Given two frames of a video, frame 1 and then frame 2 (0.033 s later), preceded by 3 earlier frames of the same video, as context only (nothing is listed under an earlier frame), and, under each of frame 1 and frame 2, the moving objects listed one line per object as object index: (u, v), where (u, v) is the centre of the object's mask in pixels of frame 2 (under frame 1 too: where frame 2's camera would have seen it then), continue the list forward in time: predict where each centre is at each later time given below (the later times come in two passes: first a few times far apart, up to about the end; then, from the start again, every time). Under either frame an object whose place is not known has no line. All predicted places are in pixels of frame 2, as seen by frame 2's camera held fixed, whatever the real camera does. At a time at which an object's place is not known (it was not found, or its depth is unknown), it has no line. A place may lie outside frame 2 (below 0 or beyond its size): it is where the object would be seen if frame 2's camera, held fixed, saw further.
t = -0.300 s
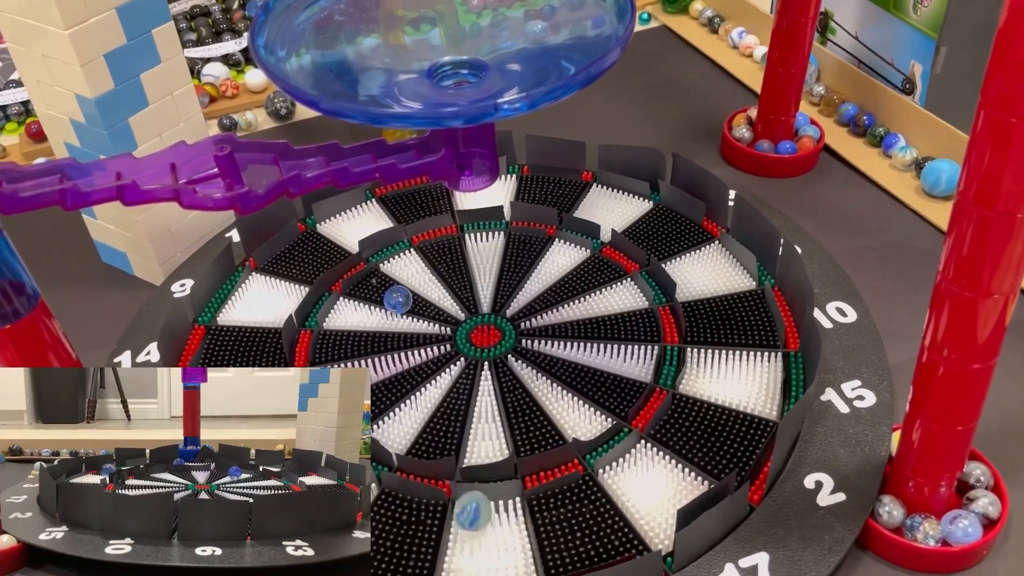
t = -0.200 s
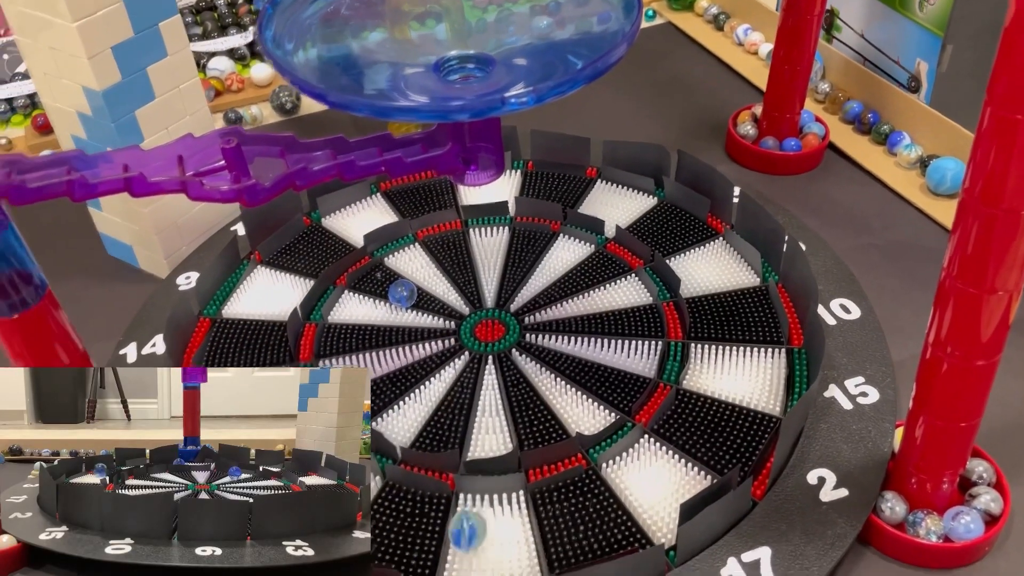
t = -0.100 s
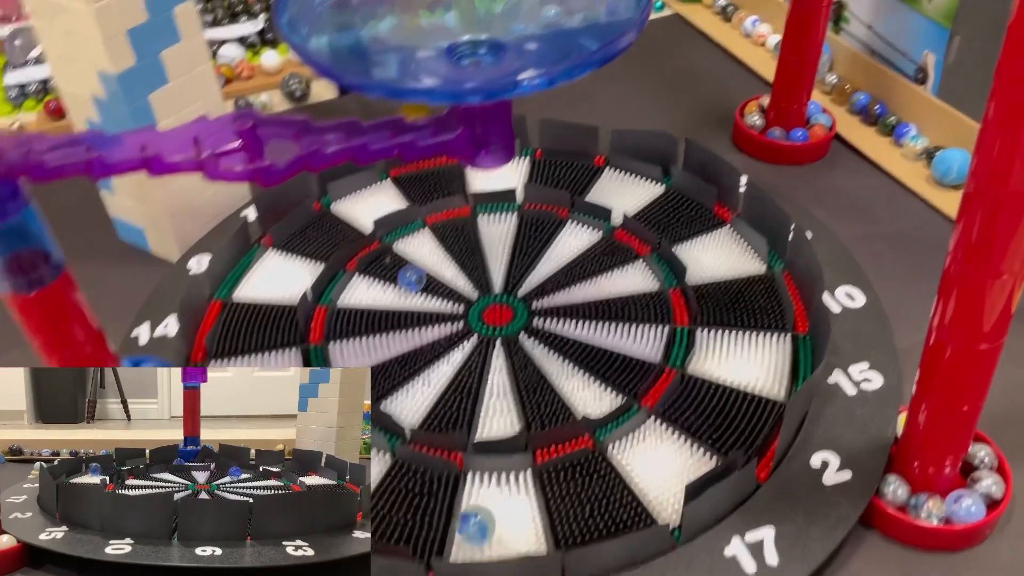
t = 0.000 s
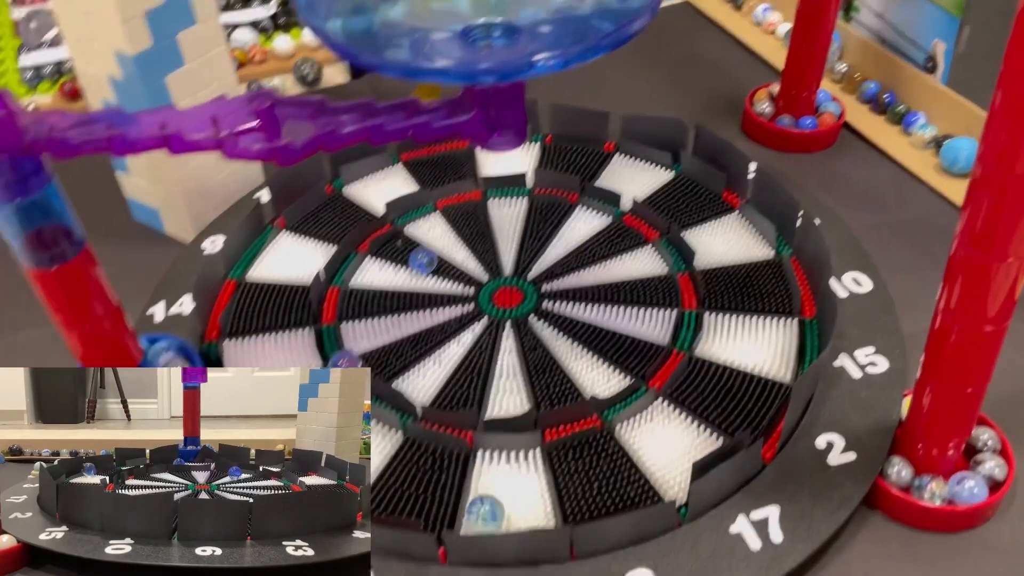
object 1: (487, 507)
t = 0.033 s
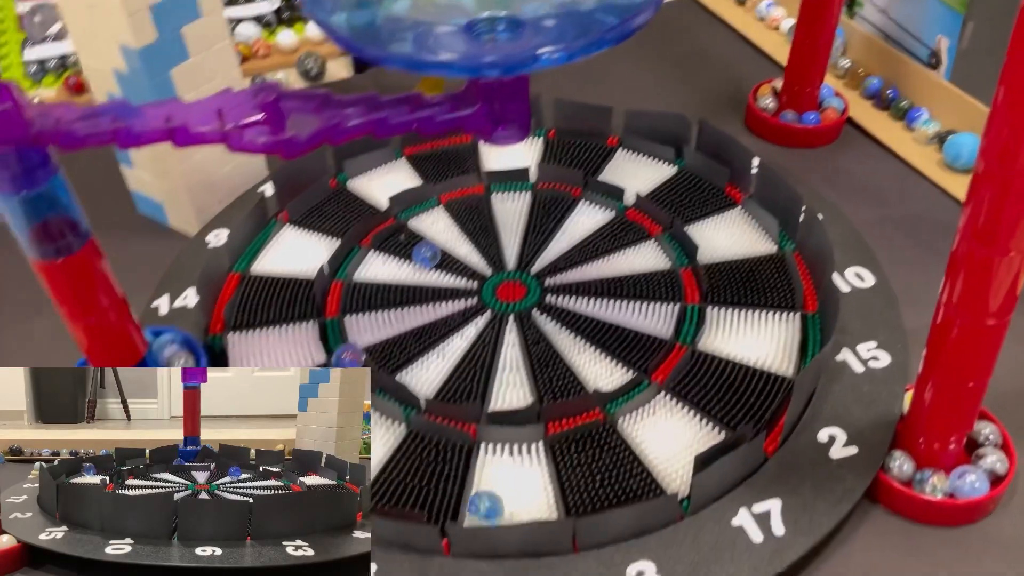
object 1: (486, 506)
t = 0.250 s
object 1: (491, 502)
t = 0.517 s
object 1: (508, 497)
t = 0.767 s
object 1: (504, 495)
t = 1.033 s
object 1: (506, 496)
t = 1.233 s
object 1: (506, 496)
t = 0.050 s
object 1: (483, 509)
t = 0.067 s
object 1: (482, 509)
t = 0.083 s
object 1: (482, 508)
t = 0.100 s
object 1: (482, 507)
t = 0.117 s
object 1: (482, 507)
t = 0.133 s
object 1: (483, 506)
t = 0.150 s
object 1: (484, 506)
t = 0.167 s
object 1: (486, 503)
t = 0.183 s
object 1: (486, 504)
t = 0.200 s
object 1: (487, 503)
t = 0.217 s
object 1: (491, 501)
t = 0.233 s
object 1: (492, 500)
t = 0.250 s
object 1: (491, 502)
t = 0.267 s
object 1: (493, 499)
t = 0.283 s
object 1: (494, 499)
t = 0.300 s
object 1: (495, 499)
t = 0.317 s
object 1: (497, 500)
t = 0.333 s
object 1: (499, 498)
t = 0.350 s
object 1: (499, 497)
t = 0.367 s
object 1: (501, 497)
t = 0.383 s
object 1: (502, 494)
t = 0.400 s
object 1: (503, 495)
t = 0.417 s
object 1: (504, 495)
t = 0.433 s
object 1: (506, 494)
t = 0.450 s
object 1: (507, 494)
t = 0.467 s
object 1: (508, 495)
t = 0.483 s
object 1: (508, 496)
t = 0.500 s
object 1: (508, 497)
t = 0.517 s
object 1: (508, 497)
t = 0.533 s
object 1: (508, 497)
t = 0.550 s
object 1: (506, 497)
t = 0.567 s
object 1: (505, 496)
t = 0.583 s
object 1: (504, 495)
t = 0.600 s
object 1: (503, 494)
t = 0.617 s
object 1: (504, 494)
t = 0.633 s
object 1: (504, 494)
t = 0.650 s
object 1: (505, 494)
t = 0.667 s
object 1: (507, 496)
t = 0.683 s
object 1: (507, 496)
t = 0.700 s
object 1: (507, 497)
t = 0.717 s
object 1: (505, 496)
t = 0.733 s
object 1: (504, 496)
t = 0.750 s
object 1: (504, 495)
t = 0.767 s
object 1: (504, 495)
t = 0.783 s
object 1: (504, 495)
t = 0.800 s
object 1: (504, 496)
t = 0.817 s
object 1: (506, 496)
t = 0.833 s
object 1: (506, 496)
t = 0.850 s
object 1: (506, 496)
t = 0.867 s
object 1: (506, 495)
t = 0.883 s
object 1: (505, 495)
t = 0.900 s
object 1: (505, 494)
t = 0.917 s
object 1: (505, 495)
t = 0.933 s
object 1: (506, 496)
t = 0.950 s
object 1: (506, 496)
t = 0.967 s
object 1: (505, 496)
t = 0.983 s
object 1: (504, 496)
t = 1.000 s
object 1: (504, 495)
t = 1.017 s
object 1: (505, 496)
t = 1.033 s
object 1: (506, 496)
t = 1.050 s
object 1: (506, 496)
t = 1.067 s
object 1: (506, 495)
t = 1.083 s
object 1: (505, 495)
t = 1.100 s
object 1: (505, 495)
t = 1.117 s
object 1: (506, 496)
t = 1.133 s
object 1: (505, 496)
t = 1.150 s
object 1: (505, 496)
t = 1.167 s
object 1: (505, 496)
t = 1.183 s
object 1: (506, 496)
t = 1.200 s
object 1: (506, 496)
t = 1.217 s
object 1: (506, 496)
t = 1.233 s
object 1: (506, 496)
